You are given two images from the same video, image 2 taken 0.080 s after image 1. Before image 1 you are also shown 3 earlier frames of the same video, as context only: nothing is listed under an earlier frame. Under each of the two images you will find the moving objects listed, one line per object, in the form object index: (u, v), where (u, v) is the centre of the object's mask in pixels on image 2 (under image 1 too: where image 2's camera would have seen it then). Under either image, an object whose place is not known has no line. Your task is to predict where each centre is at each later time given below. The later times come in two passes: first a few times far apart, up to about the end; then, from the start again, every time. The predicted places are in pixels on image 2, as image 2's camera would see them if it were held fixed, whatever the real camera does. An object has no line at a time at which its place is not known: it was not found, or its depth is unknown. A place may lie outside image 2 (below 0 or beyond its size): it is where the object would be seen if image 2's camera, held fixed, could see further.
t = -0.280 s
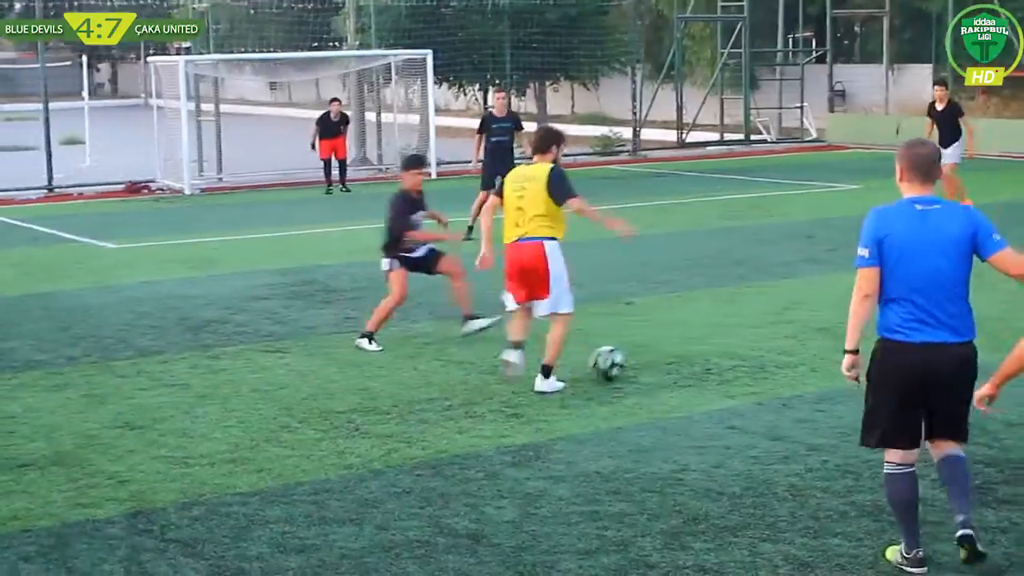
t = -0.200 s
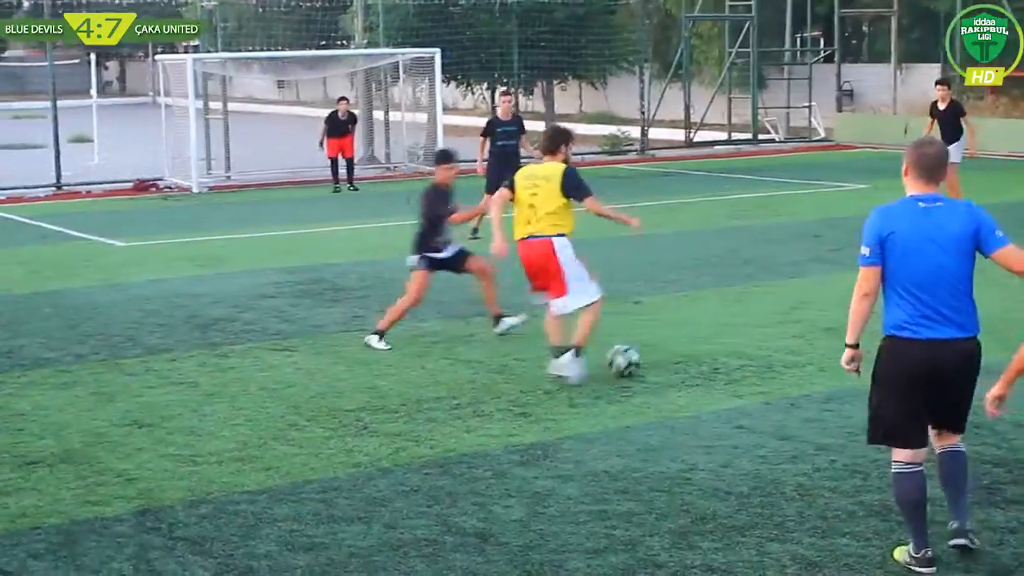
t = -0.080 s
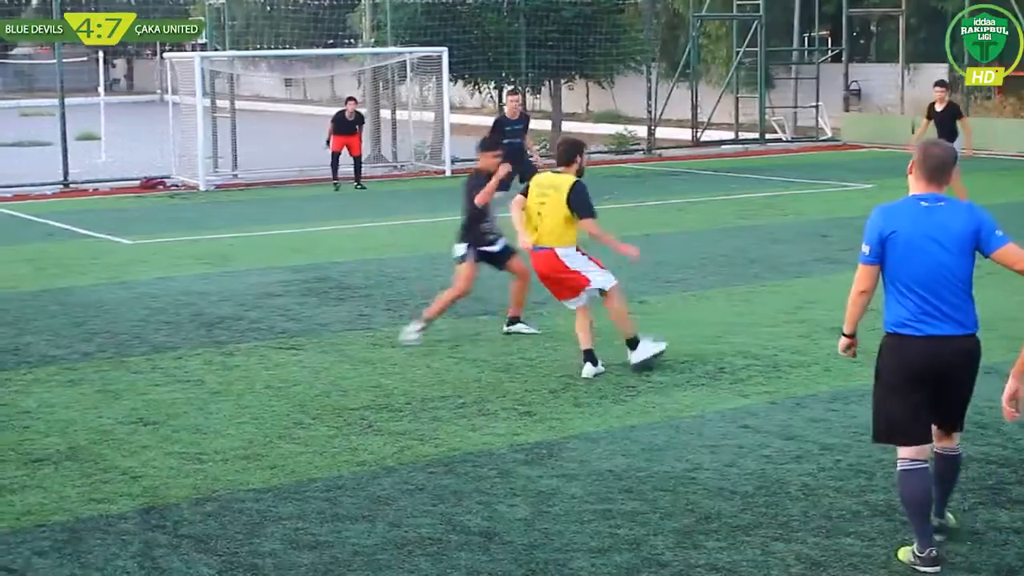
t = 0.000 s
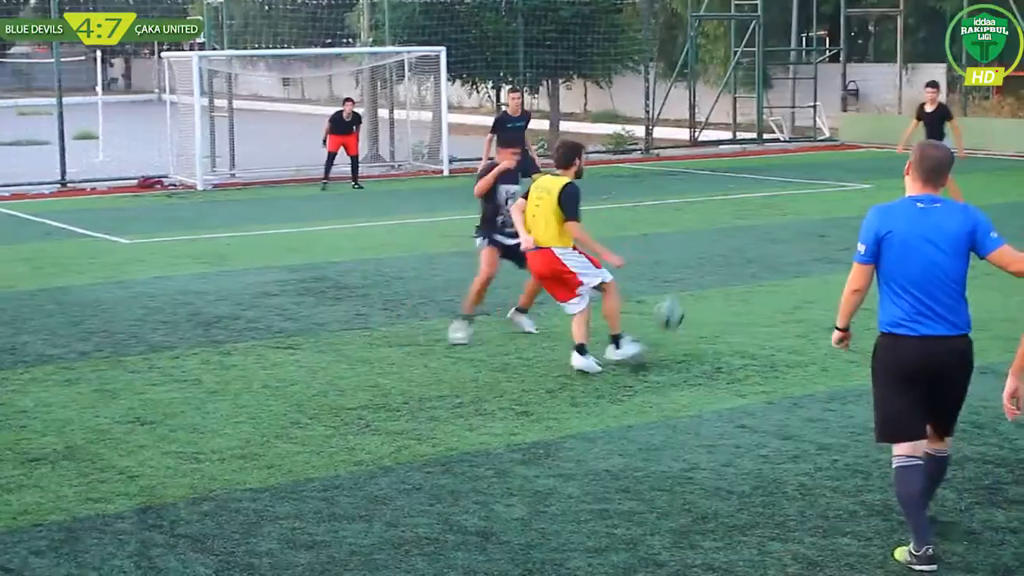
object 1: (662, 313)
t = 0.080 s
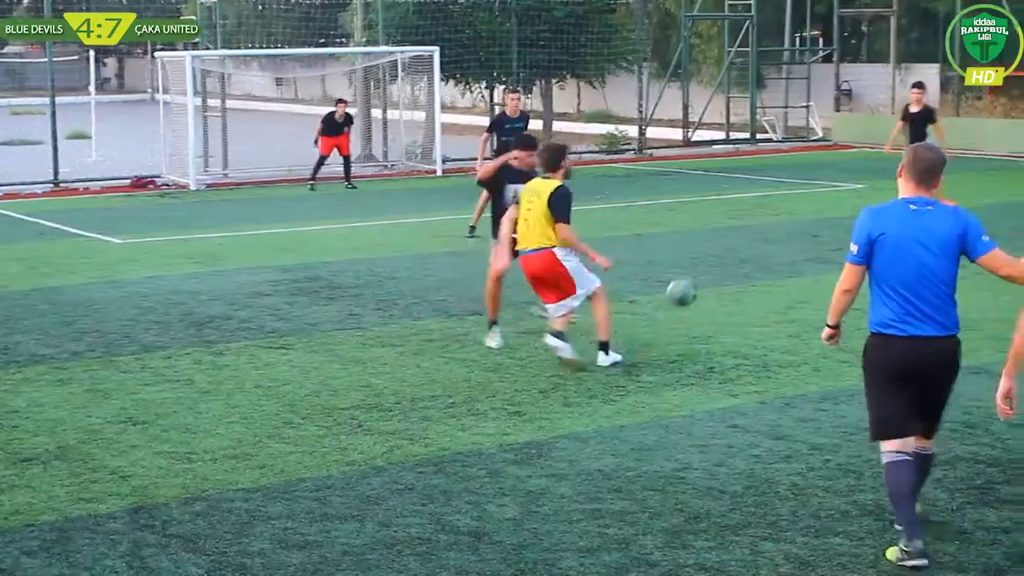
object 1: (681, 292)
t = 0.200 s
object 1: (708, 279)
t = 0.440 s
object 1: (751, 272)
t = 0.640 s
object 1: (778, 253)
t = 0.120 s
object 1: (691, 285)
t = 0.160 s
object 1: (700, 281)
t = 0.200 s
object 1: (708, 279)
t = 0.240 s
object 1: (717, 278)
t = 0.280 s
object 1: (724, 280)
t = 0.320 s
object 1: (731, 284)
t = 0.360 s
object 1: (739, 289)
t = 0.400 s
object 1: (743, 282)
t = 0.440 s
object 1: (751, 272)
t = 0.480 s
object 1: (757, 264)
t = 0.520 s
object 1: (762, 259)
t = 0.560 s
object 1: (769, 255)
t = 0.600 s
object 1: (775, 254)
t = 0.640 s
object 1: (778, 253)
